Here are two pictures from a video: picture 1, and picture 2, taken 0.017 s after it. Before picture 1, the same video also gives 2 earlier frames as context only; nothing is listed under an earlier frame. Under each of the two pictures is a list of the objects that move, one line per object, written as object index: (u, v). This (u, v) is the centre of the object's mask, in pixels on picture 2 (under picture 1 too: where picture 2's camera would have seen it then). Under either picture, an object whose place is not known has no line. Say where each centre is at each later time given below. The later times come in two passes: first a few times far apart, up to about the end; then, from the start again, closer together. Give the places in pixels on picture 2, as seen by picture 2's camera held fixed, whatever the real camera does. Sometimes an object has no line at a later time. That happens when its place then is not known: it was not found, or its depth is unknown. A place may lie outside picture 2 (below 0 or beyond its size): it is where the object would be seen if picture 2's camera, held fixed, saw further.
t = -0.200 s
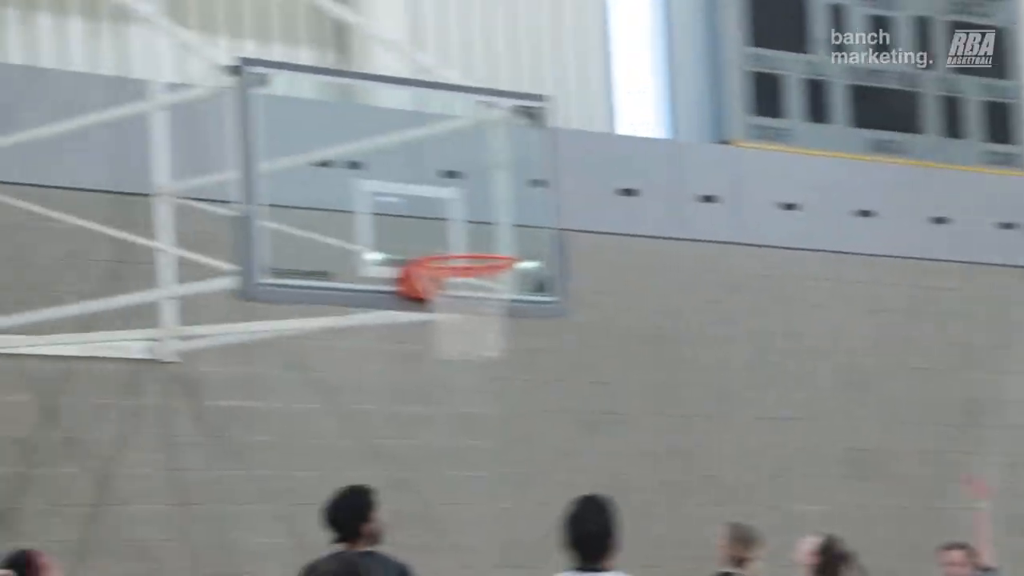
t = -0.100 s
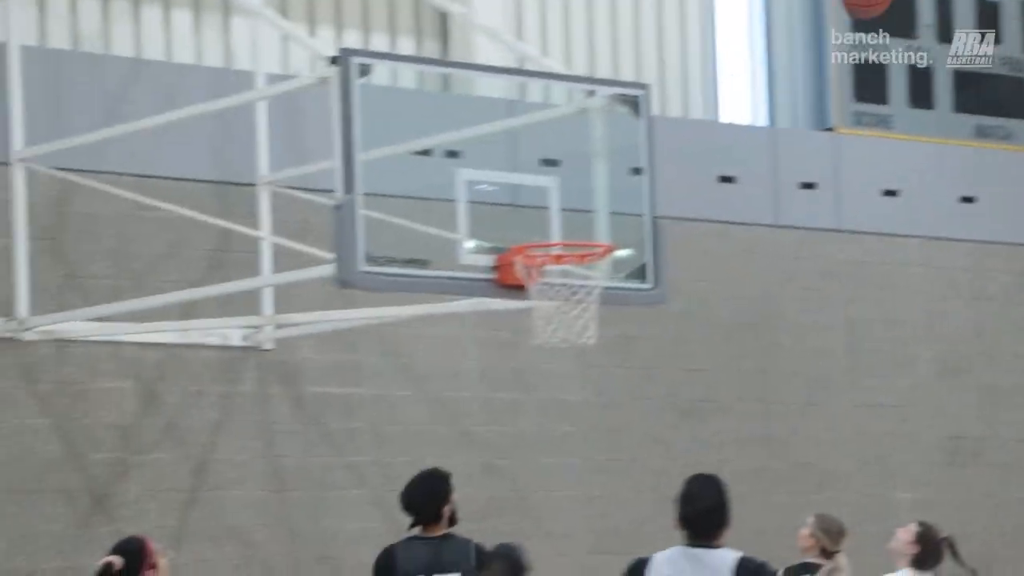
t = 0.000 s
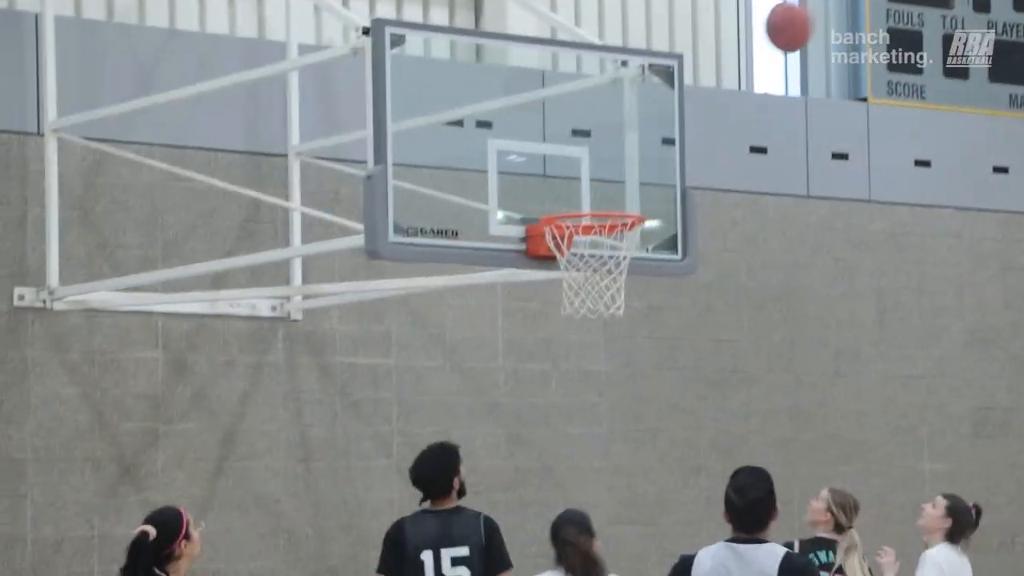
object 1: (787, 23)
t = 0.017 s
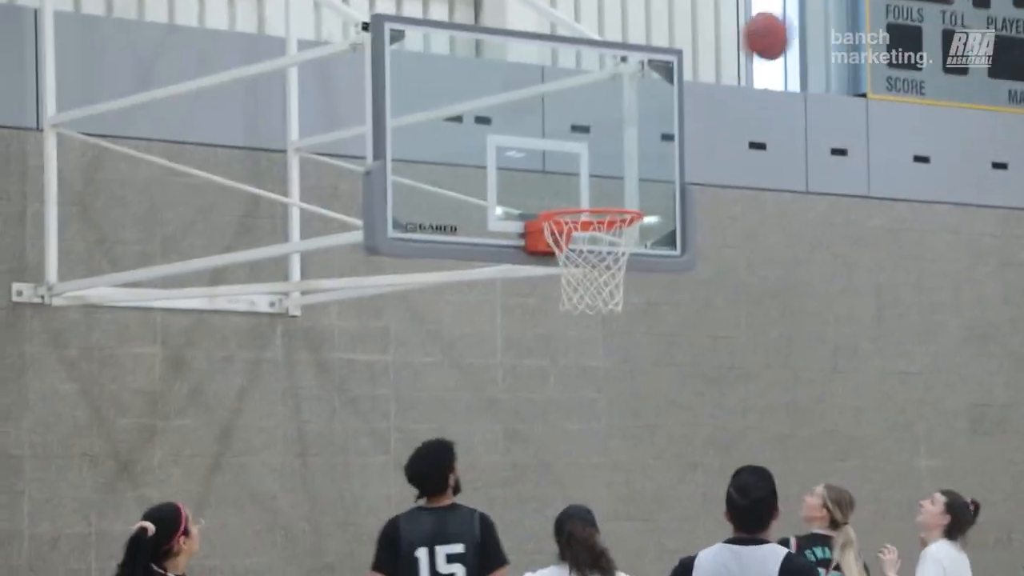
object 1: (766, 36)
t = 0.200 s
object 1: (560, 200)
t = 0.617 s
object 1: (572, 346)
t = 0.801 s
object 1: (524, 498)
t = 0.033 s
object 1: (746, 50)
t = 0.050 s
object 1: (728, 63)
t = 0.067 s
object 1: (710, 78)
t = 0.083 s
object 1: (690, 94)
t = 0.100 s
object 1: (672, 109)
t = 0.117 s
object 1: (653, 125)
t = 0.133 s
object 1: (634, 142)
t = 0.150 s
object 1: (615, 159)
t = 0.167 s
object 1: (595, 178)
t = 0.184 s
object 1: (577, 191)
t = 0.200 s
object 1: (560, 200)
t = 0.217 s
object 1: (578, 225)
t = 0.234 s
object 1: (596, 236)
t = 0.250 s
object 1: (611, 243)
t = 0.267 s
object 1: (626, 251)
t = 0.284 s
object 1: (635, 248)
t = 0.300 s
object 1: (639, 244)
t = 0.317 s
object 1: (641, 242)
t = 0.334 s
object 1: (642, 244)
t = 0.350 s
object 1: (633, 265)
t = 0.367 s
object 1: (626, 265)
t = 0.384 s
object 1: (625, 250)
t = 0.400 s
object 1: (612, 266)
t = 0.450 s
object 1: (607, 270)
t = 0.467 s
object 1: (597, 282)
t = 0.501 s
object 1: (591, 296)
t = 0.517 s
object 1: (589, 302)
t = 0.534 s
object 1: (591, 305)
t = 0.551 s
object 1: (585, 315)
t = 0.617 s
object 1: (572, 346)
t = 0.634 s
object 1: (567, 357)
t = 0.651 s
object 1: (562, 368)
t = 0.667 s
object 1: (558, 381)
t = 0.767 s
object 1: (532, 463)
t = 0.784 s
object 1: (528, 480)
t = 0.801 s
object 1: (524, 498)
